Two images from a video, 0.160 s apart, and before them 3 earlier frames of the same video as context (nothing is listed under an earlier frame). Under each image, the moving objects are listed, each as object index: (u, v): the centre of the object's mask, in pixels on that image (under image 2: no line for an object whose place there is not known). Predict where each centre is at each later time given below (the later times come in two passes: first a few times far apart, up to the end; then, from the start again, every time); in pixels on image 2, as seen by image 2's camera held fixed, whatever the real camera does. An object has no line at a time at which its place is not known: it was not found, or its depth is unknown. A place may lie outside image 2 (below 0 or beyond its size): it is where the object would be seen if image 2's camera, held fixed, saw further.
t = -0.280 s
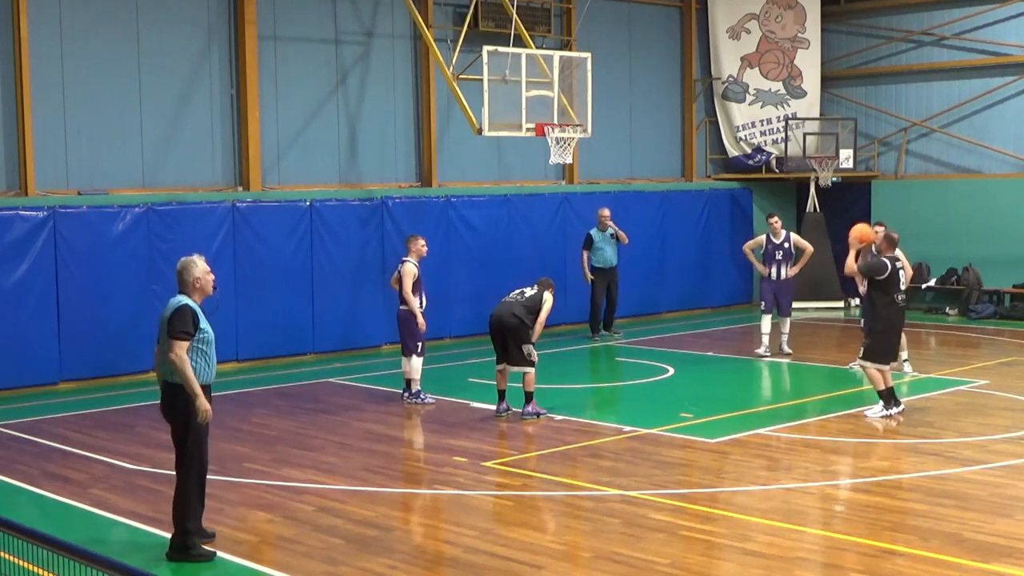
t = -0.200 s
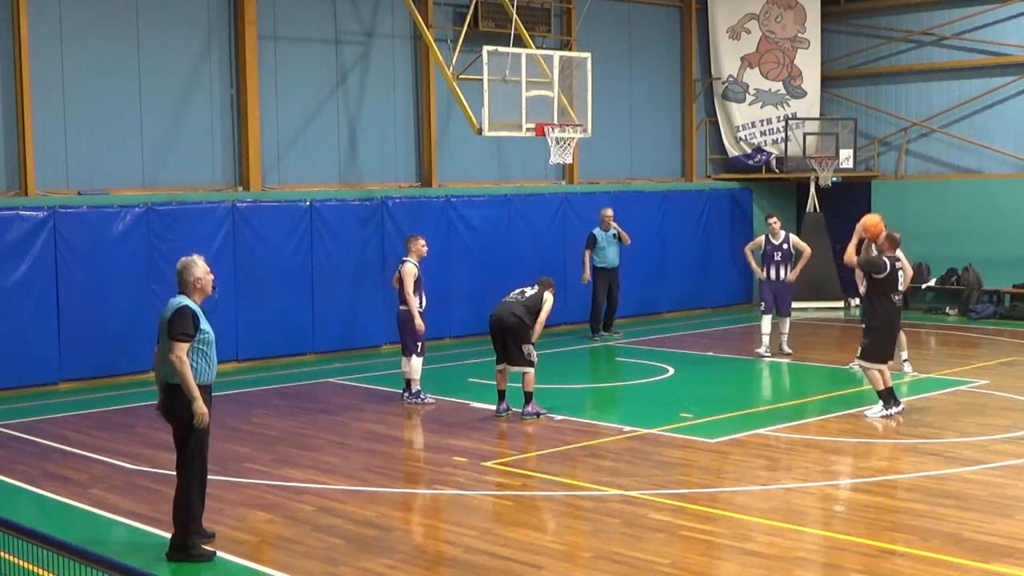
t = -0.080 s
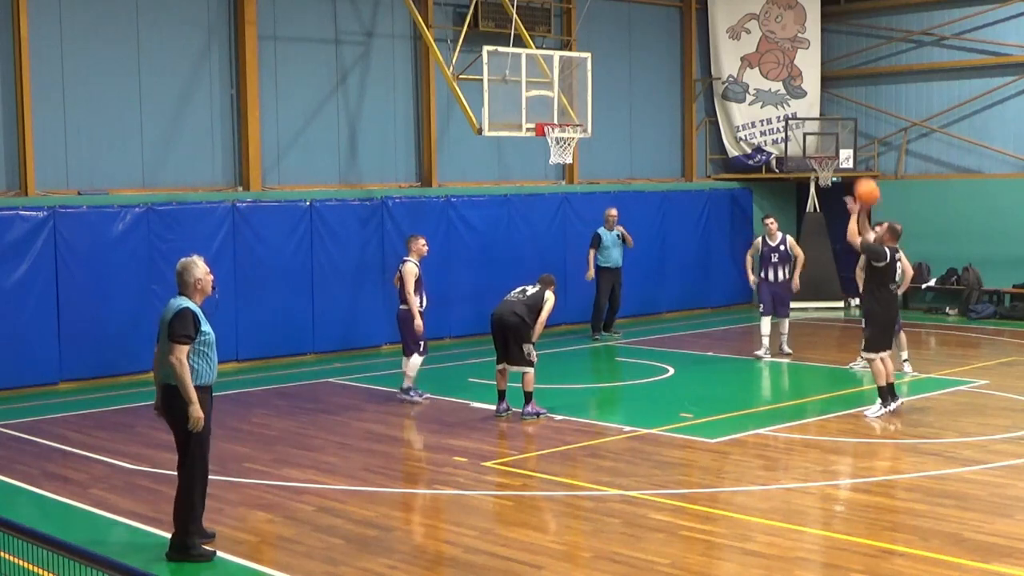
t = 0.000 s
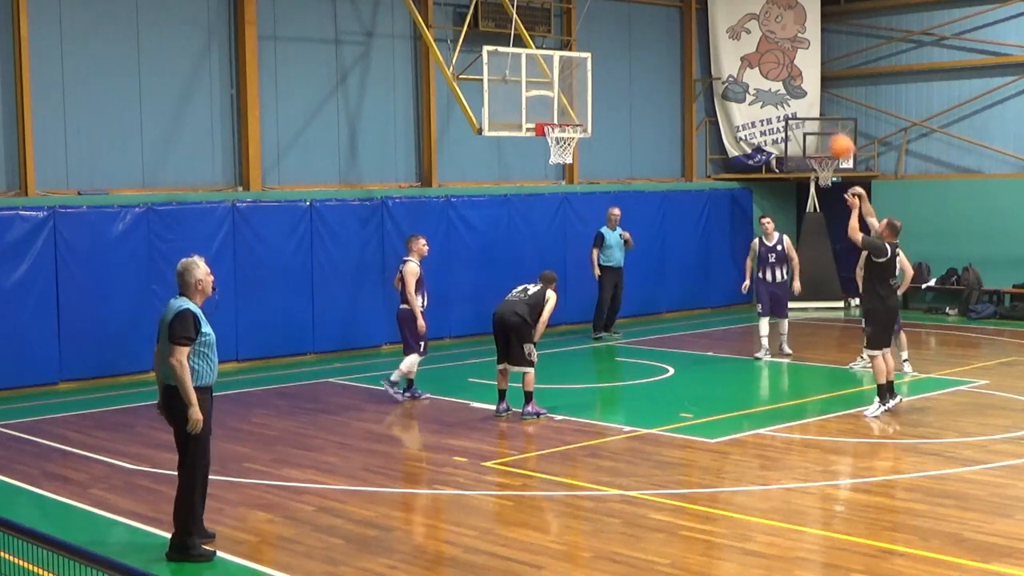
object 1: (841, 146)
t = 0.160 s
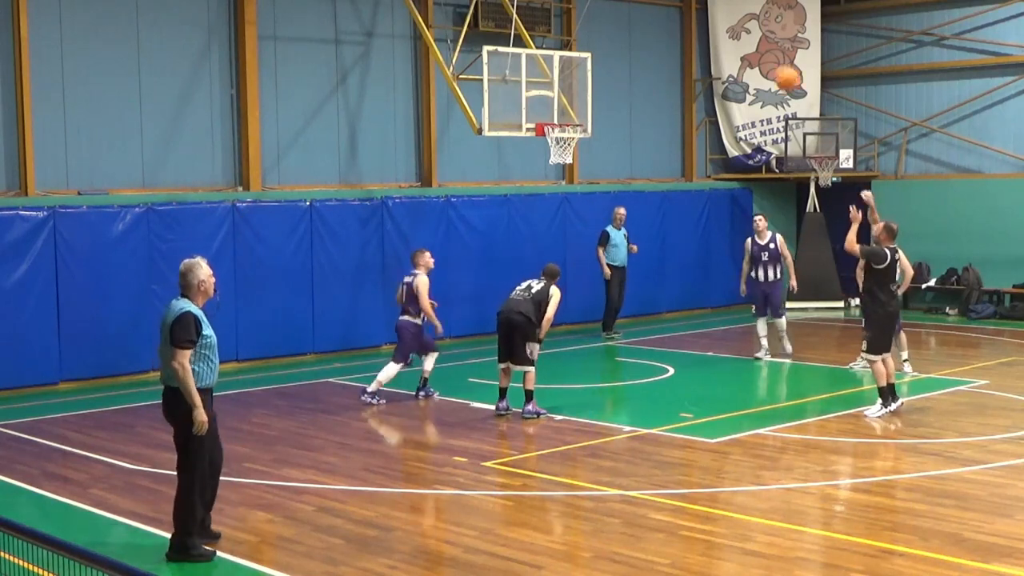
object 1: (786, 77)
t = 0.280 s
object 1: (748, 44)
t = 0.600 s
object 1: (655, 23)
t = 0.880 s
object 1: (583, 76)
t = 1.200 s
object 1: (548, 146)
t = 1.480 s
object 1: (546, 151)
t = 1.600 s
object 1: (552, 169)
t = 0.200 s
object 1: (773, 64)
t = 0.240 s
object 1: (761, 54)
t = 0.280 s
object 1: (748, 44)
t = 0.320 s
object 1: (736, 37)
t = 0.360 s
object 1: (724, 30)
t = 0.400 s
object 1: (710, 25)
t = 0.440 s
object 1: (699, 22)
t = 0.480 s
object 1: (688, 20)
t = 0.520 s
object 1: (677, 20)
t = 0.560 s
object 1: (666, 21)
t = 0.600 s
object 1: (655, 23)
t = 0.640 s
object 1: (644, 27)
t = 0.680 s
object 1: (634, 32)
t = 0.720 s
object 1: (624, 38)
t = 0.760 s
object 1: (614, 46)
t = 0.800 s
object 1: (603, 54)
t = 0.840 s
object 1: (593, 65)
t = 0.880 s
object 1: (583, 76)
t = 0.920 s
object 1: (574, 87)
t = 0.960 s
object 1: (566, 101)
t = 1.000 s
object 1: (555, 115)
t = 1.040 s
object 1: (565, 120)
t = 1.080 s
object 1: (571, 129)
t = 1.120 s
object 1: (563, 135)
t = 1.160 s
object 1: (554, 142)
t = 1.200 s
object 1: (548, 146)
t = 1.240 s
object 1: (544, 145)
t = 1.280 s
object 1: (541, 145)
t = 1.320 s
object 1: (542, 145)
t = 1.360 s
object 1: (543, 144)
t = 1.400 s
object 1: (544, 145)
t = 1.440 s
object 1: (544, 147)
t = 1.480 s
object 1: (546, 151)
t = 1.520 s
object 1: (547, 155)
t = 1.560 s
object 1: (550, 162)
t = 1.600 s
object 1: (552, 169)
